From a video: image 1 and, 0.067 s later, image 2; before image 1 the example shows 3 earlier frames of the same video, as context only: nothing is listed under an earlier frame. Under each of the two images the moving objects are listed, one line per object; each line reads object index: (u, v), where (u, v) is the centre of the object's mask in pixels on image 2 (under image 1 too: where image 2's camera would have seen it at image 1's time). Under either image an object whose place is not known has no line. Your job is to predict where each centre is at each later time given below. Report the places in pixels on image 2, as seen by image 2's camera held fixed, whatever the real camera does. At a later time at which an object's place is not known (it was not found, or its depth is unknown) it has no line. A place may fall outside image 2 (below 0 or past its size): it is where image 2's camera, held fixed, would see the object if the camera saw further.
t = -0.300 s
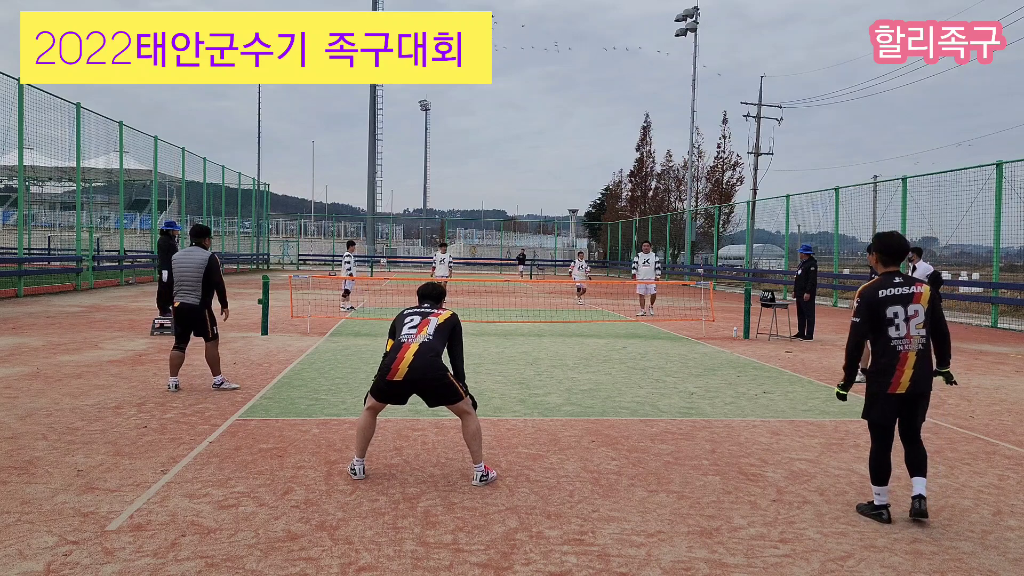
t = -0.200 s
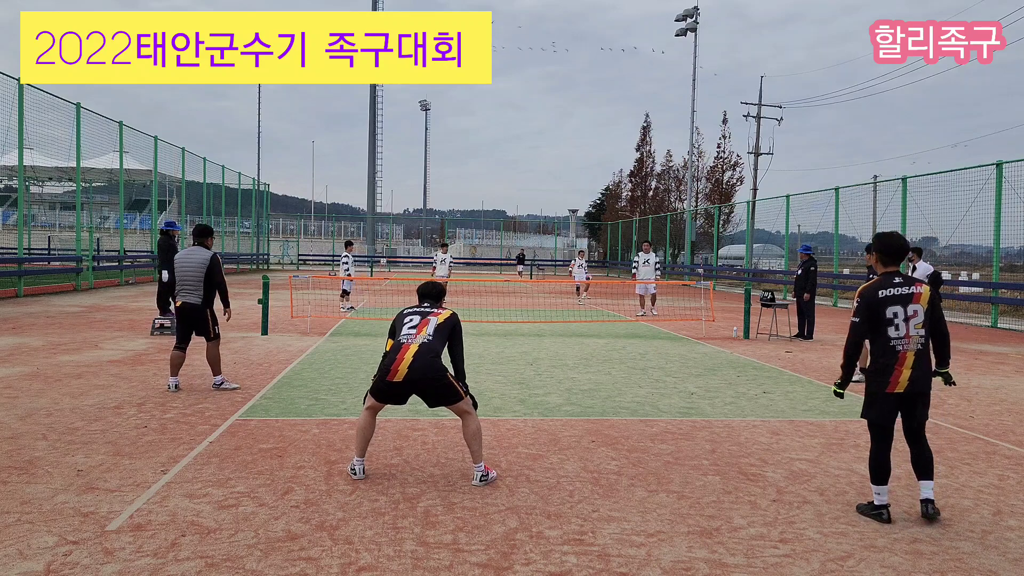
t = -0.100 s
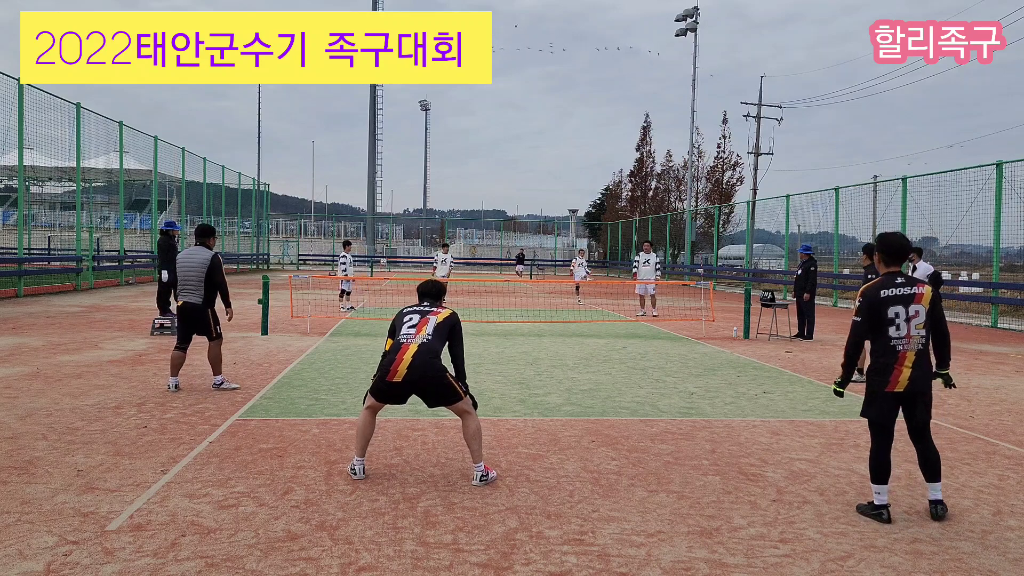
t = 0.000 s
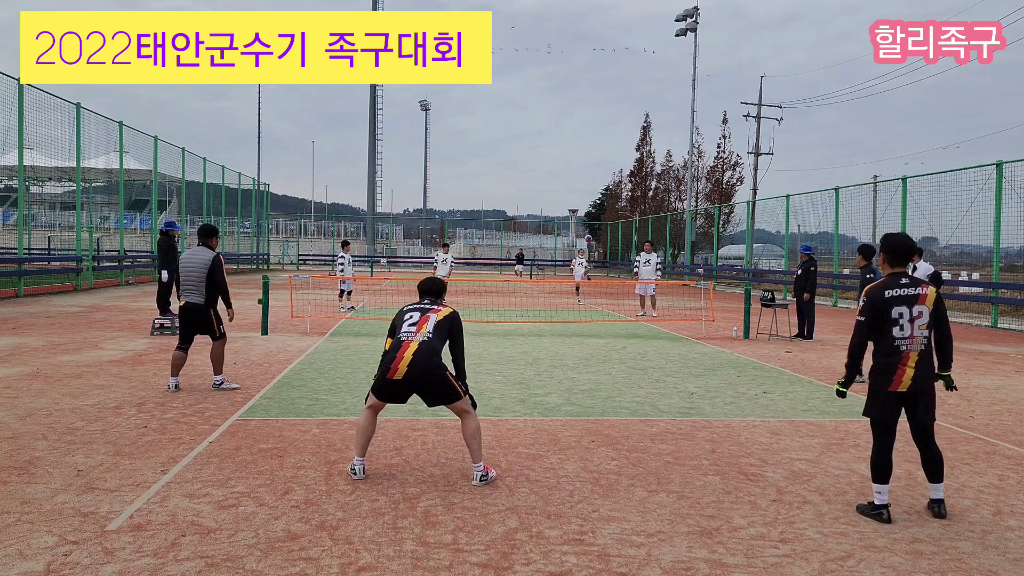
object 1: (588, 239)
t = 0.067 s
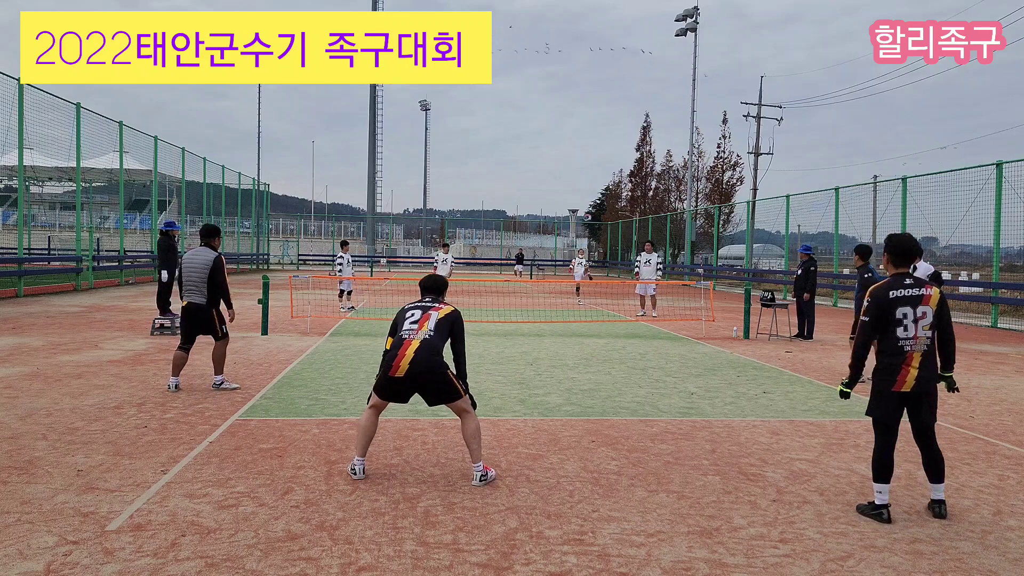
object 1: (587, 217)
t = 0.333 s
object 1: (584, 144)
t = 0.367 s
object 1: (584, 137)
